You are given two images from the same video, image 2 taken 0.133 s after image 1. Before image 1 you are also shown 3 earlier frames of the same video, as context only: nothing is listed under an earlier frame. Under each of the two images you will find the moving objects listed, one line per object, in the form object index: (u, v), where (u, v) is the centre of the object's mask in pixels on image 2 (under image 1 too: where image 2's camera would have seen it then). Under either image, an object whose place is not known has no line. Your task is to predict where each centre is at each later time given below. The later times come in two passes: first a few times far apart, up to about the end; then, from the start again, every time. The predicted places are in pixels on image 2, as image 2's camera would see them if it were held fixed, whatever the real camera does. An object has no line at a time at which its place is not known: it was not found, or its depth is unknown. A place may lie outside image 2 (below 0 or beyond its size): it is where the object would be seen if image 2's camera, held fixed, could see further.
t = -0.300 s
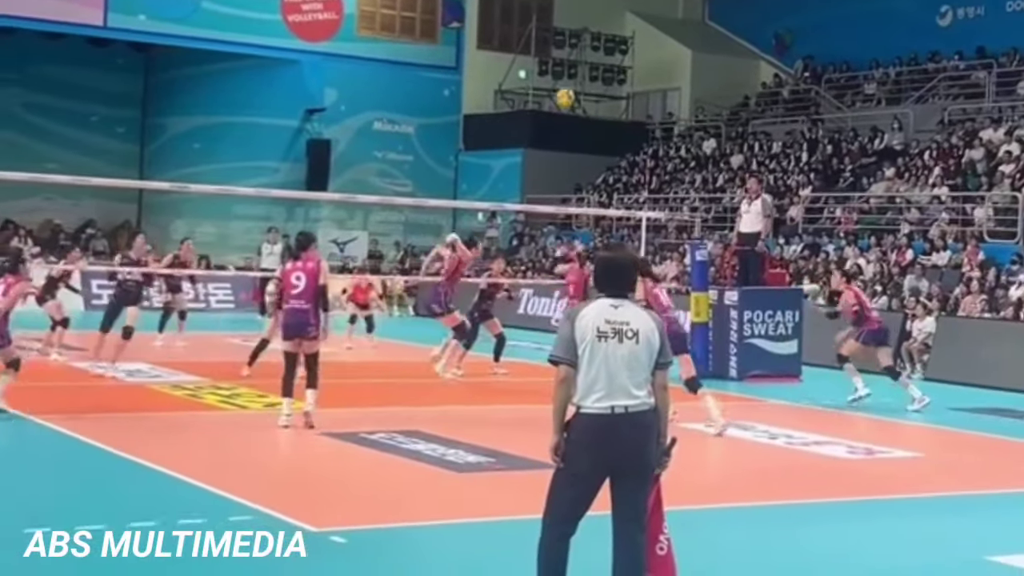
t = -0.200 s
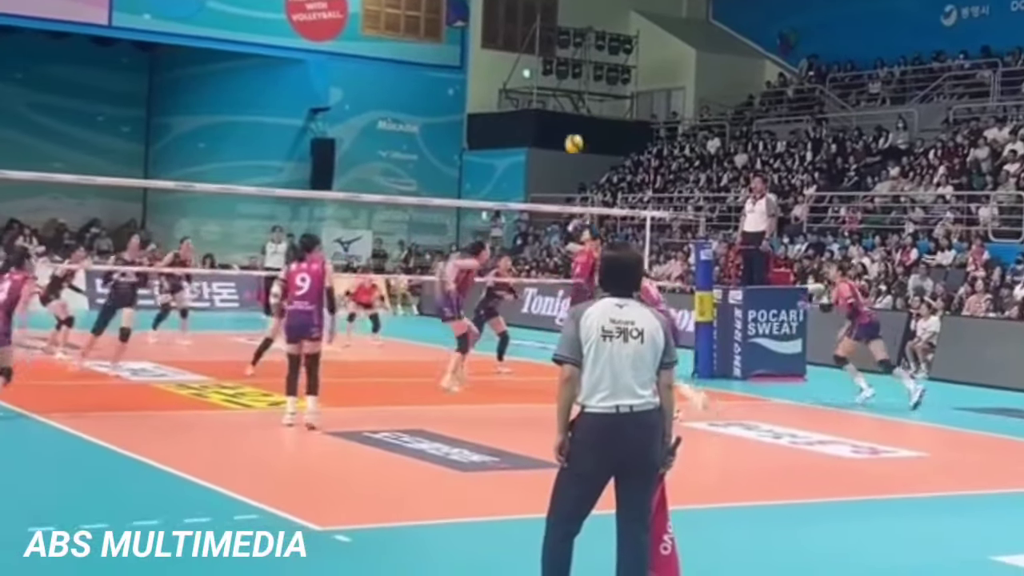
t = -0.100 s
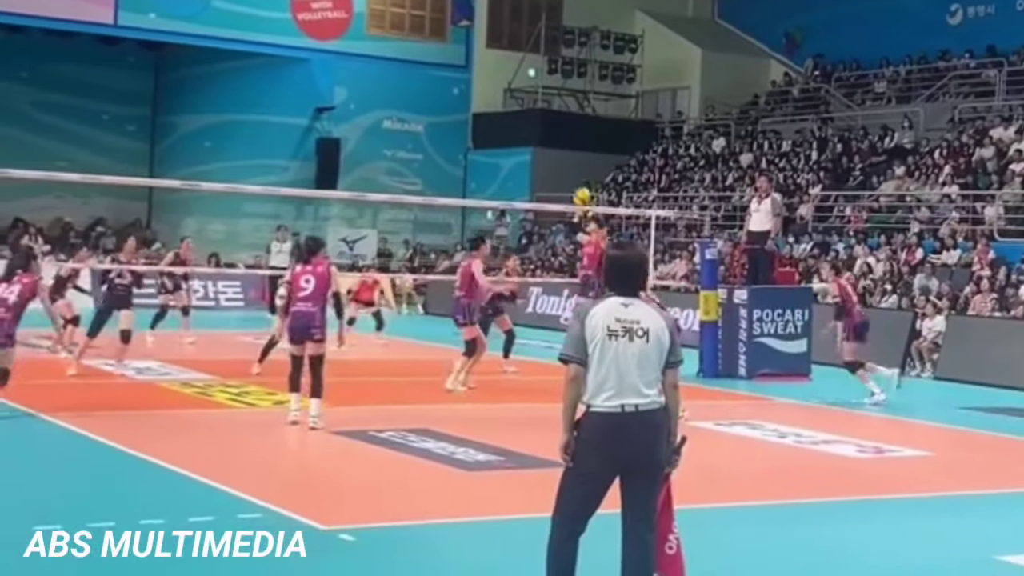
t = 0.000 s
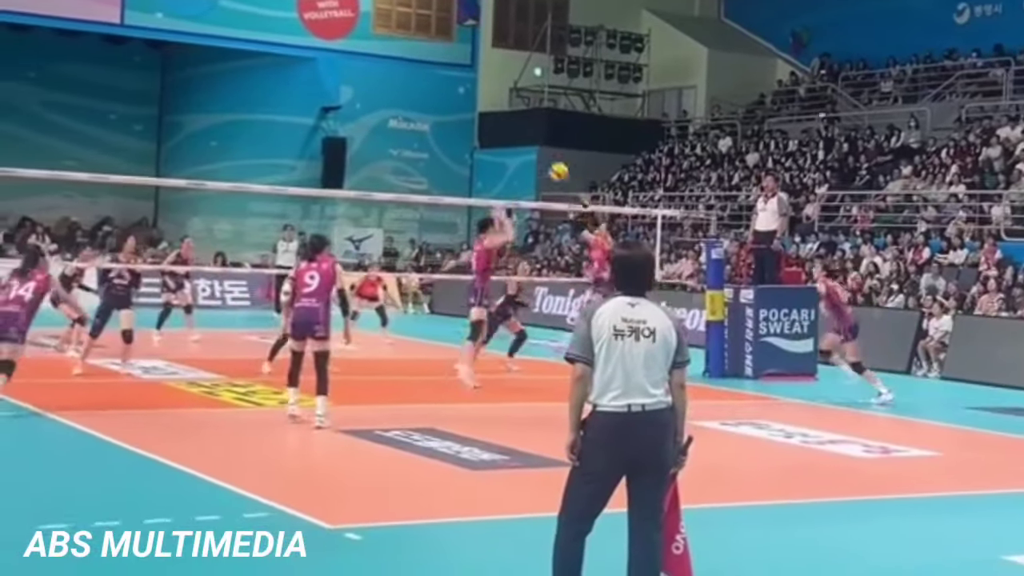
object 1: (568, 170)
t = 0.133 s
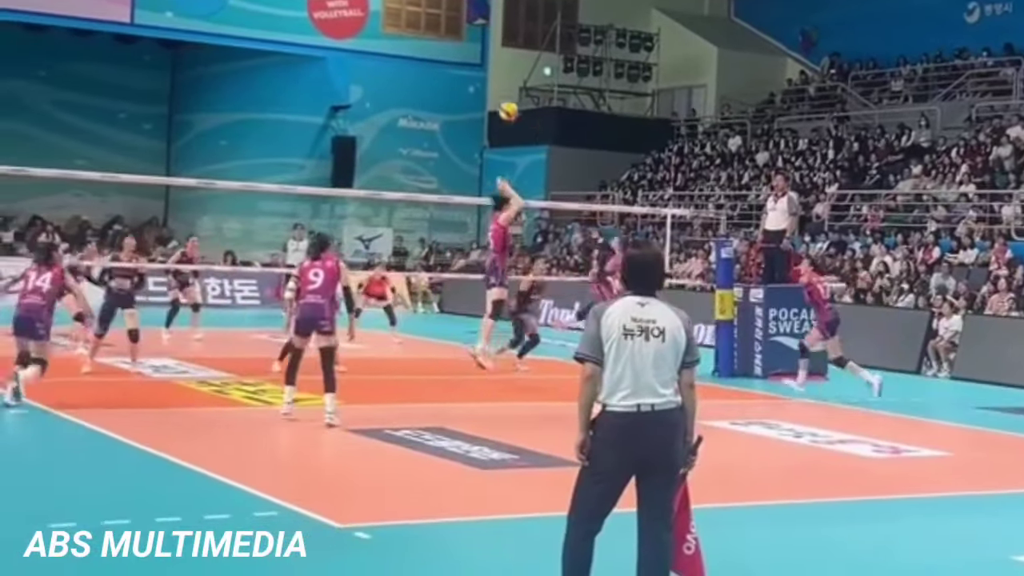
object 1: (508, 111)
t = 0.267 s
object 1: (447, 67)
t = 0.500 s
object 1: (337, 26)
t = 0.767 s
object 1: (206, 40)
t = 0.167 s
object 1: (493, 97)
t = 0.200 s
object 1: (477, 87)
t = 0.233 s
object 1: (463, 76)
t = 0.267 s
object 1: (447, 67)
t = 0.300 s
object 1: (431, 58)
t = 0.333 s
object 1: (416, 50)
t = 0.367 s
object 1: (400, 43)
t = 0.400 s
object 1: (384, 36)
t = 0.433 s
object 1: (368, 32)
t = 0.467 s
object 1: (353, 27)
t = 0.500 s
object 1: (337, 26)
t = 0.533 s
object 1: (321, 23)
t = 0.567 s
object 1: (304, 23)
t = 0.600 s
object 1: (289, 24)
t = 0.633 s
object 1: (272, 25)
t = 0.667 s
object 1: (256, 27)
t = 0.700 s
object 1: (240, 30)
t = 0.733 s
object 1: (223, 34)
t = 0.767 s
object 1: (206, 40)
